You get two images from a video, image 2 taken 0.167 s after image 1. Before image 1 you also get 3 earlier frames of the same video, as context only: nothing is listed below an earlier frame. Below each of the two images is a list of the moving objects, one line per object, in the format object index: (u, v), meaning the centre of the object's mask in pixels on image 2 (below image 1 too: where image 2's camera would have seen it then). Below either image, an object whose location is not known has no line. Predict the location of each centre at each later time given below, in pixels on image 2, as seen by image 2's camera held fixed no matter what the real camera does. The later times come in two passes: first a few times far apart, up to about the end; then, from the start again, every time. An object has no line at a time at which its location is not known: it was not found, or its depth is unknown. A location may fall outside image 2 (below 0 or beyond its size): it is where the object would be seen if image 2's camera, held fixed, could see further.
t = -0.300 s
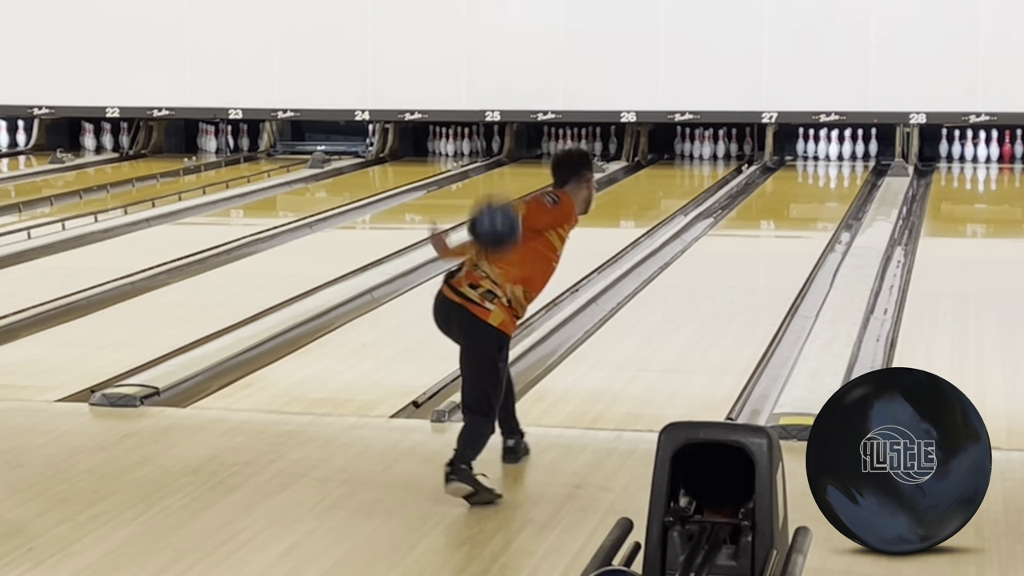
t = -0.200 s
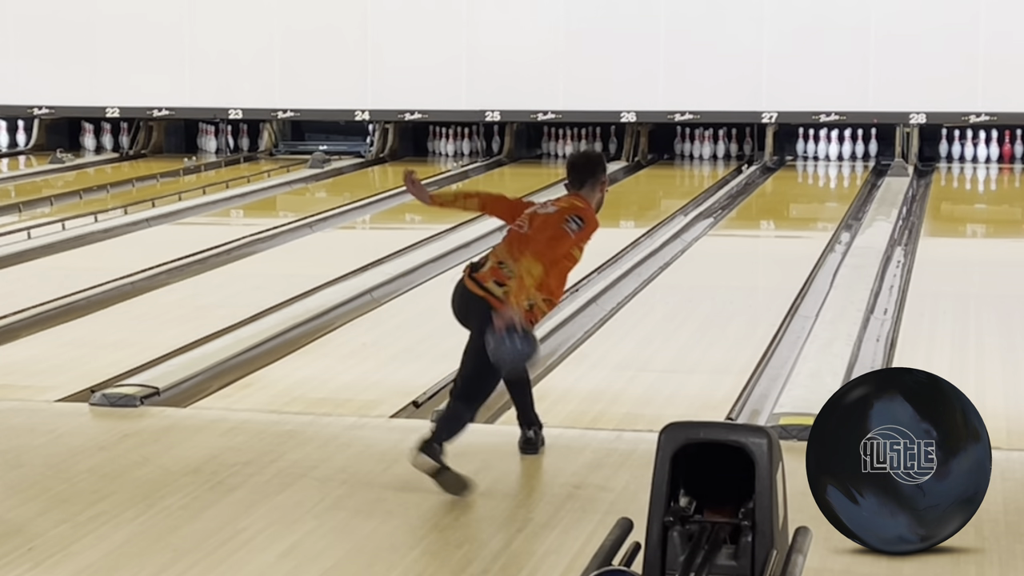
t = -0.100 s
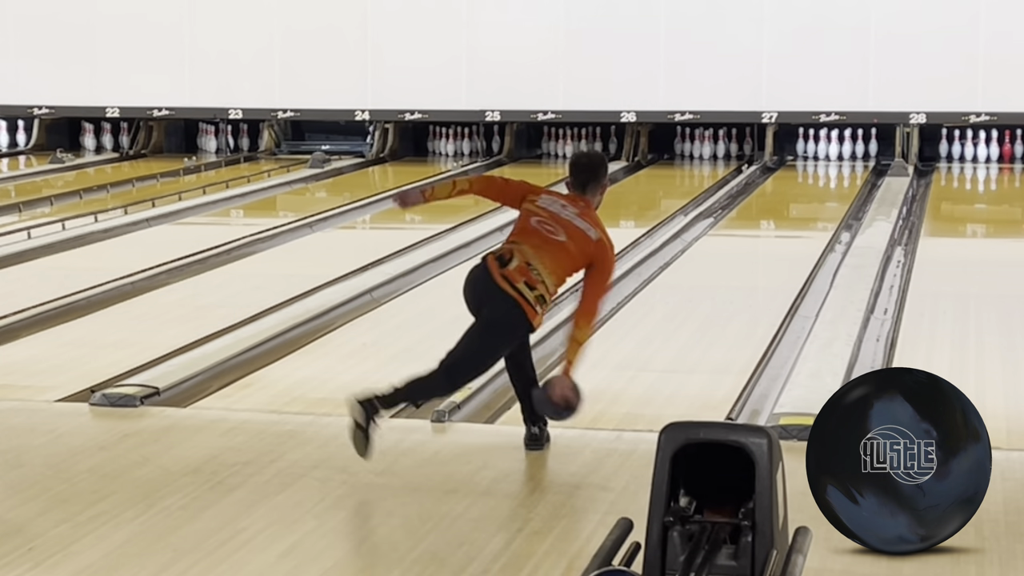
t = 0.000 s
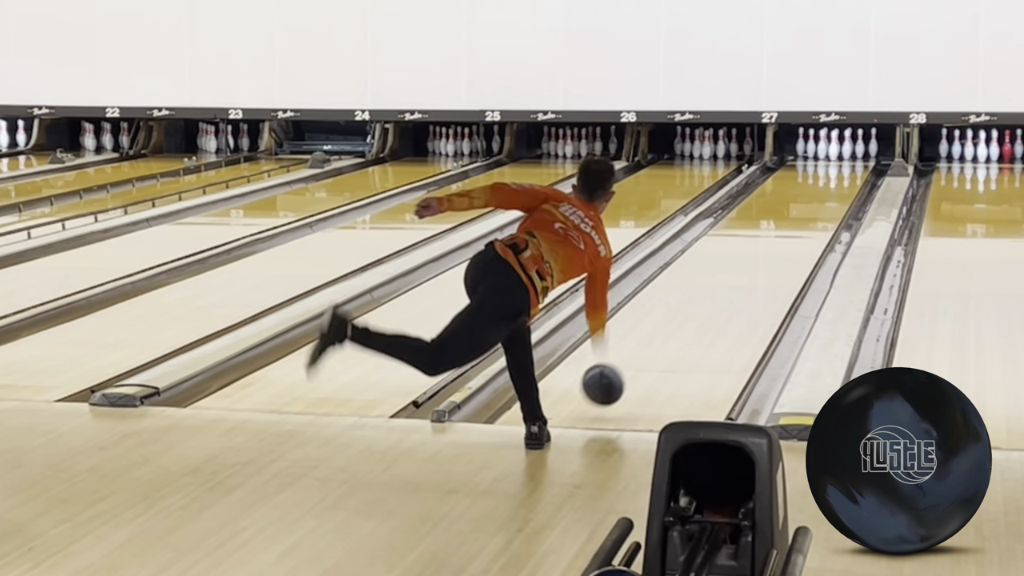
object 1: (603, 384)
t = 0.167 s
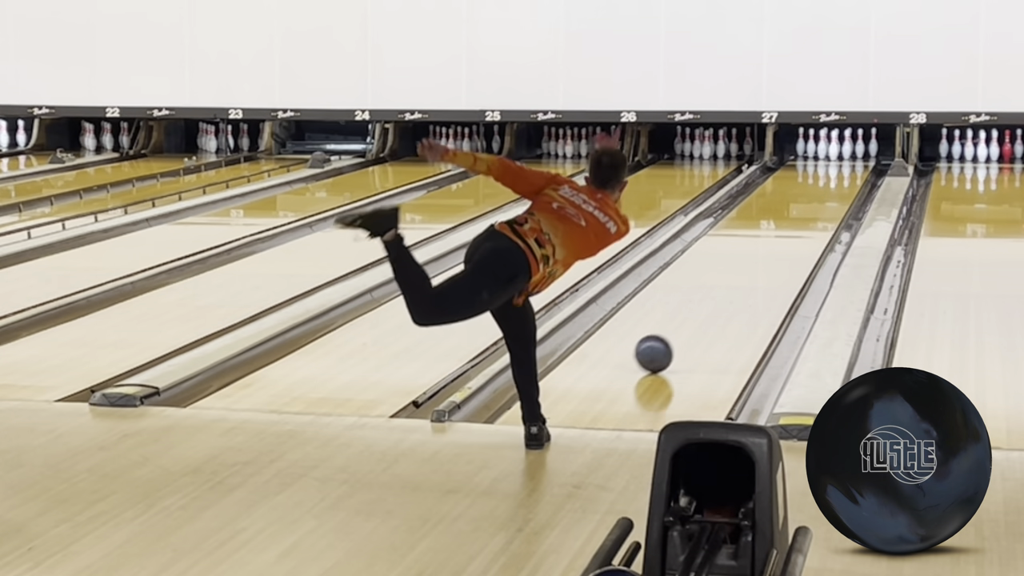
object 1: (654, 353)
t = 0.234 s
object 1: (671, 338)
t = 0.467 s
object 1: (721, 294)
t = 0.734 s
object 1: (763, 256)
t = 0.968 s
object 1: (792, 231)
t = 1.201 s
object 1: (814, 210)
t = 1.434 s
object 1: (831, 193)
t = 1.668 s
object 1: (842, 178)
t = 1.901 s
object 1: (845, 166)
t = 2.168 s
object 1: (843, 155)
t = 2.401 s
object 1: (848, 149)
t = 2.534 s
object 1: (856, 147)
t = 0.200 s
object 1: (662, 346)
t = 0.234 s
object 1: (671, 338)
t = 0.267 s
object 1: (679, 331)
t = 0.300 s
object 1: (687, 325)
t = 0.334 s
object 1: (694, 318)
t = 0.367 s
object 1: (701, 312)
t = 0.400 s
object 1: (708, 306)
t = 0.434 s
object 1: (715, 300)
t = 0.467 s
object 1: (721, 294)
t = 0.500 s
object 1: (727, 289)
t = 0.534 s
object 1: (733, 284)
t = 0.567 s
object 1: (738, 279)
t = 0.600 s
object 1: (744, 274)
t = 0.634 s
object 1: (749, 269)
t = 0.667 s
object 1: (754, 265)
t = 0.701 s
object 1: (759, 260)
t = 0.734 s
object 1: (763, 256)
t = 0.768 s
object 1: (768, 253)
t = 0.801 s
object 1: (772, 248)
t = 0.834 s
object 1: (776, 245)
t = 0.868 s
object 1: (780, 241)
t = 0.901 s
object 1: (784, 238)
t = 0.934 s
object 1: (788, 234)
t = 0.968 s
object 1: (792, 231)
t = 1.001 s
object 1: (795, 227)
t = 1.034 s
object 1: (798, 224)
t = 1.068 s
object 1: (801, 222)
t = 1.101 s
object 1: (805, 218)
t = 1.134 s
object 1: (808, 216)
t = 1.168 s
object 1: (811, 213)
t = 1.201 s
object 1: (814, 210)
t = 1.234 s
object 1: (816, 208)
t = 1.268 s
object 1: (819, 205)
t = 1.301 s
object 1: (821, 203)
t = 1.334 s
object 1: (824, 201)
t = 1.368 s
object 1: (826, 198)
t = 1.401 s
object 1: (829, 195)
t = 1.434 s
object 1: (831, 193)
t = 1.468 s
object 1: (832, 191)
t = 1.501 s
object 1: (835, 189)
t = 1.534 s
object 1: (837, 186)
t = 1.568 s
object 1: (838, 184)
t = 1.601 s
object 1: (839, 183)
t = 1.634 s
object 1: (840, 180)
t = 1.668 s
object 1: (842, 178)
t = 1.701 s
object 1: (842, 177)
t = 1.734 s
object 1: (843, 175)
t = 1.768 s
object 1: (844, 173)
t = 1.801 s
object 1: (844, 171)
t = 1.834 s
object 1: (845, 169)
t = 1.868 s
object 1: (845, 168)
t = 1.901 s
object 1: (845, 166)
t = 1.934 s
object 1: (845, 165)
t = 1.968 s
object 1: (845, 163)
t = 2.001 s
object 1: (846, 162)
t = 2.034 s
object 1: (846, 160)
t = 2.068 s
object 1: (845, 159)
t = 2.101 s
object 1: (844, 157)
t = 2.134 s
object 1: (844, 156)
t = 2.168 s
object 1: (843, 155)
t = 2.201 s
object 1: (842, 154)
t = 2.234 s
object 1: (842, 153)
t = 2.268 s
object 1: (843, 152)
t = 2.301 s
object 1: (845, 152)
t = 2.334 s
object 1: (845, 151)
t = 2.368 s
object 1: (847, 150)
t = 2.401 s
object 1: (848, 149)
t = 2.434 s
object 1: (852, 149)
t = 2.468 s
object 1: (852, 149)
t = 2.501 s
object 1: (855, 146)
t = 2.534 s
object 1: (856, 147)
